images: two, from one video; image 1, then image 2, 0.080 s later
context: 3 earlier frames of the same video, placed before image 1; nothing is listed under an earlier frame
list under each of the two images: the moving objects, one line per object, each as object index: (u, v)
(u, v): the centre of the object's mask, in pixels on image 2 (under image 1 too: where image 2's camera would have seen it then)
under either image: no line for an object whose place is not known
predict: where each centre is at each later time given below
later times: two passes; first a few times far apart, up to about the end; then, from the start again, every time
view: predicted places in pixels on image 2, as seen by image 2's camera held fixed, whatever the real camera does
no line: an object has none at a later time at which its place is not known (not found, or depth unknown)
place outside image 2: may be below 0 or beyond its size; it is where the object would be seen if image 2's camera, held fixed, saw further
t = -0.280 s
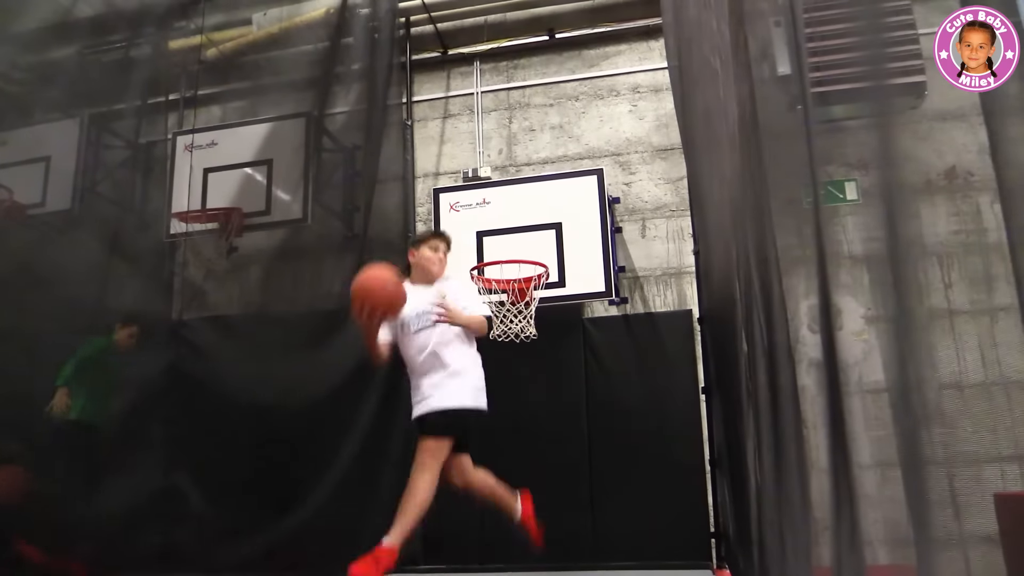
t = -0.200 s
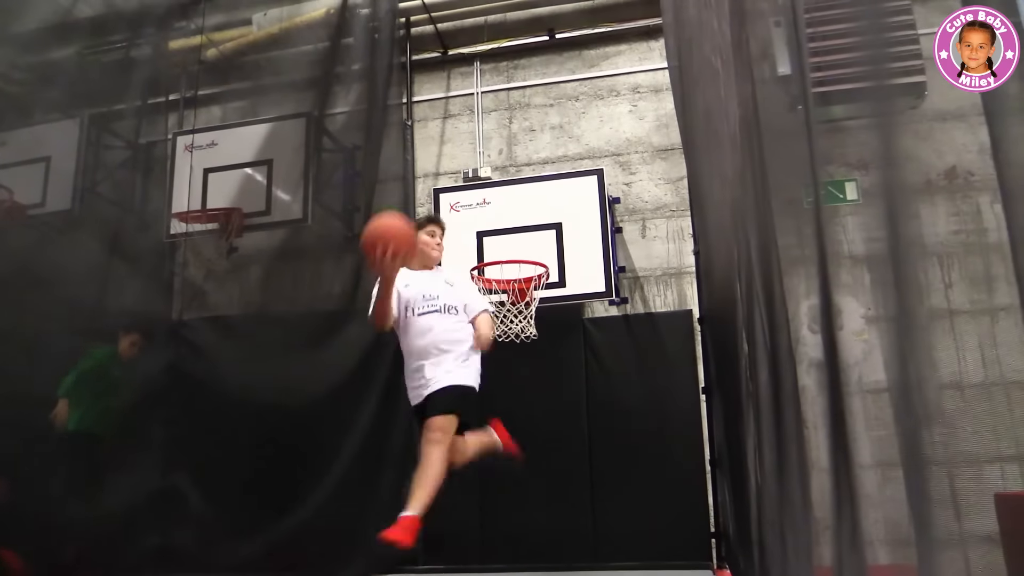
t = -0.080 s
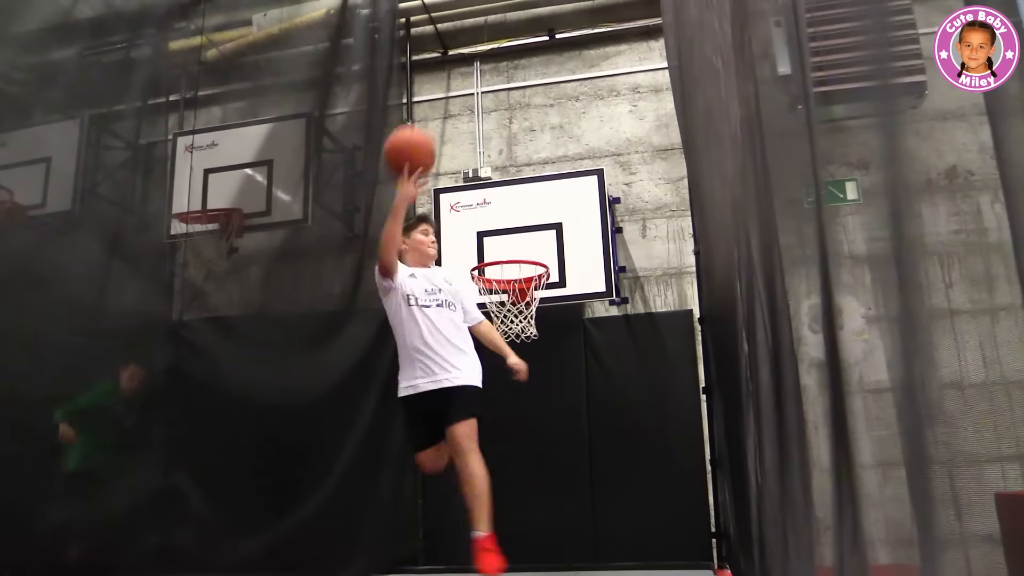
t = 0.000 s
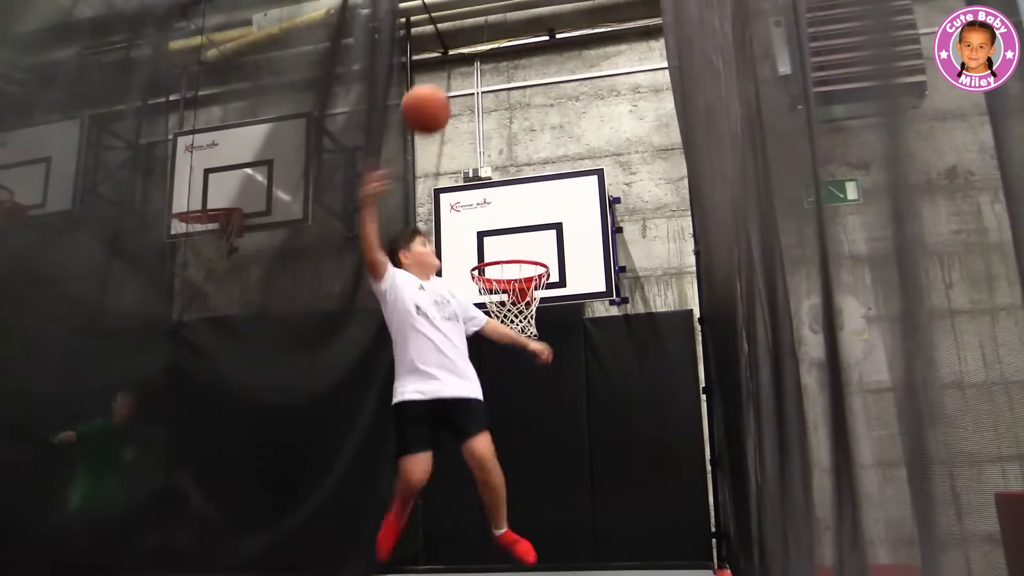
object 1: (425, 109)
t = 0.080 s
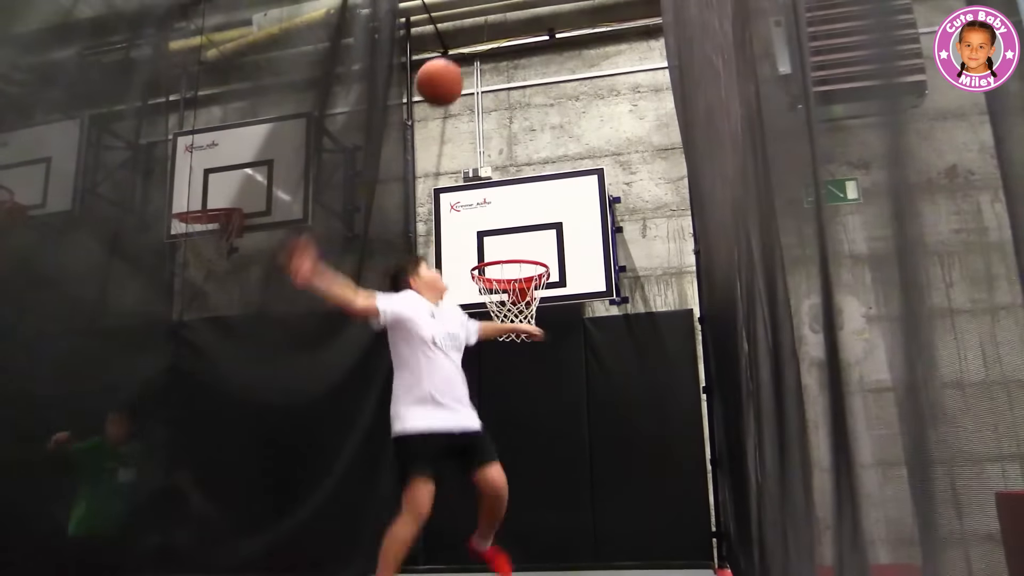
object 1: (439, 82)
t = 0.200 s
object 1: (458, 66)
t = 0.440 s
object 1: (492, 100)
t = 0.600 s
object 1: (513, 165)
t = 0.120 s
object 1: (446, 74)
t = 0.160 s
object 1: (452, 69)
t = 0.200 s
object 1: (458, 66)
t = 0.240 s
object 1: (464, 66)
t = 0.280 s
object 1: (470, 68)
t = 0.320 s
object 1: (475, 73)
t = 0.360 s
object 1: (481, 79)
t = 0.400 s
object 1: (486, 89)
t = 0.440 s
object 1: (492, 100)
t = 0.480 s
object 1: (497, 114)
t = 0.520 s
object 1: (502, 129)
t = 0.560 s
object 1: (507, 146)
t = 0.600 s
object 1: (513, 165)
